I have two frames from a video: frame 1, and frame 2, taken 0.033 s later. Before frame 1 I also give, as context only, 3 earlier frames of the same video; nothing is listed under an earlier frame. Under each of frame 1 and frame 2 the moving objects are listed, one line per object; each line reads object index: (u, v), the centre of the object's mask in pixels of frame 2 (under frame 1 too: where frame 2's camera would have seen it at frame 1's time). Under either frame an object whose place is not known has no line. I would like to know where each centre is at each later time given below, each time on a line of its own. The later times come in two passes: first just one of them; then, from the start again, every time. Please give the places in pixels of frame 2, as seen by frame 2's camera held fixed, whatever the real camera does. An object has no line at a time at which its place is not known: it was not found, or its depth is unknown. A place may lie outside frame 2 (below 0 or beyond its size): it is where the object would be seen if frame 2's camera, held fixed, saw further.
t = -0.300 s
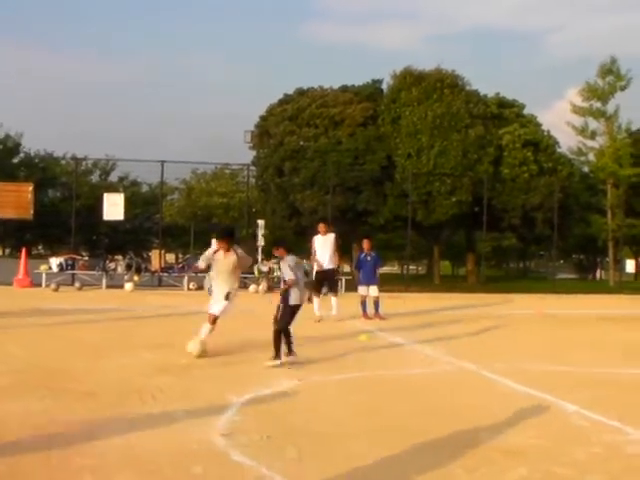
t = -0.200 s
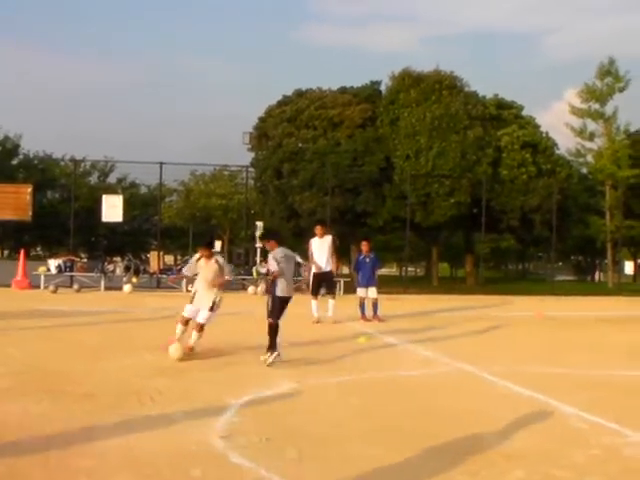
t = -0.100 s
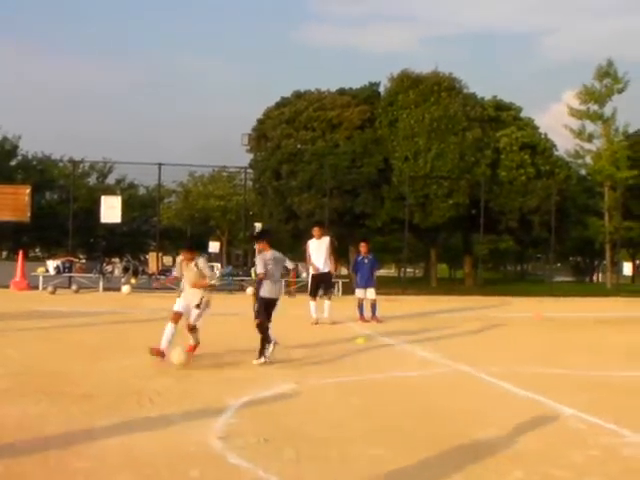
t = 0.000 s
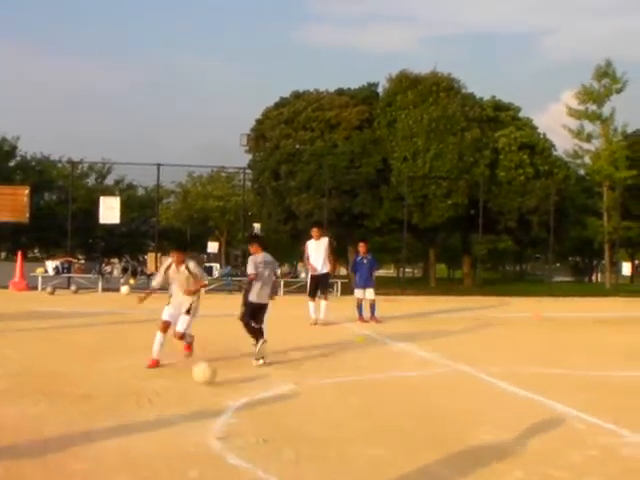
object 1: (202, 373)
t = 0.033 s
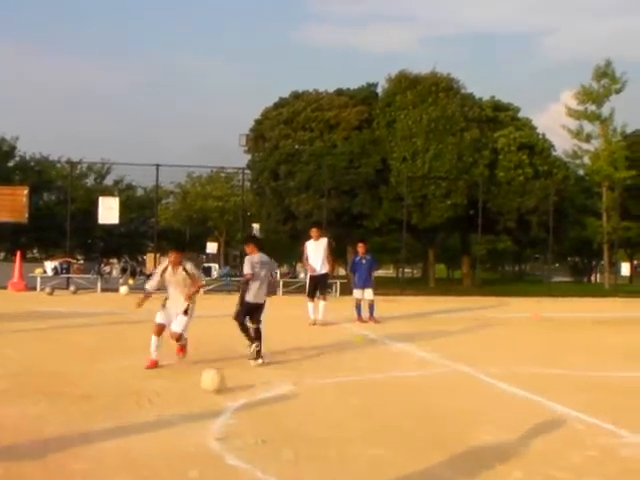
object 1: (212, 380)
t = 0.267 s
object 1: (286, 419)
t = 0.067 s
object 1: (220, 383)
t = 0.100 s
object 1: (229, 384)
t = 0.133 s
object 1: (239, 387)
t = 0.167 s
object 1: (249, 391)
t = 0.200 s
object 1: (260, 398)
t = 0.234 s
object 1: (272, 407)
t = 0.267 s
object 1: (286, 419)
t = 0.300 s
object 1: (300, 431)
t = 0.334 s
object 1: (311, 431)
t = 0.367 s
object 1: (321, 430)
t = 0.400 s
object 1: (335, 429)
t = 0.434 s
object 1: (348, 431)
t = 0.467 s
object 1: (362, 437)
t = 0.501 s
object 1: (377, 442)
